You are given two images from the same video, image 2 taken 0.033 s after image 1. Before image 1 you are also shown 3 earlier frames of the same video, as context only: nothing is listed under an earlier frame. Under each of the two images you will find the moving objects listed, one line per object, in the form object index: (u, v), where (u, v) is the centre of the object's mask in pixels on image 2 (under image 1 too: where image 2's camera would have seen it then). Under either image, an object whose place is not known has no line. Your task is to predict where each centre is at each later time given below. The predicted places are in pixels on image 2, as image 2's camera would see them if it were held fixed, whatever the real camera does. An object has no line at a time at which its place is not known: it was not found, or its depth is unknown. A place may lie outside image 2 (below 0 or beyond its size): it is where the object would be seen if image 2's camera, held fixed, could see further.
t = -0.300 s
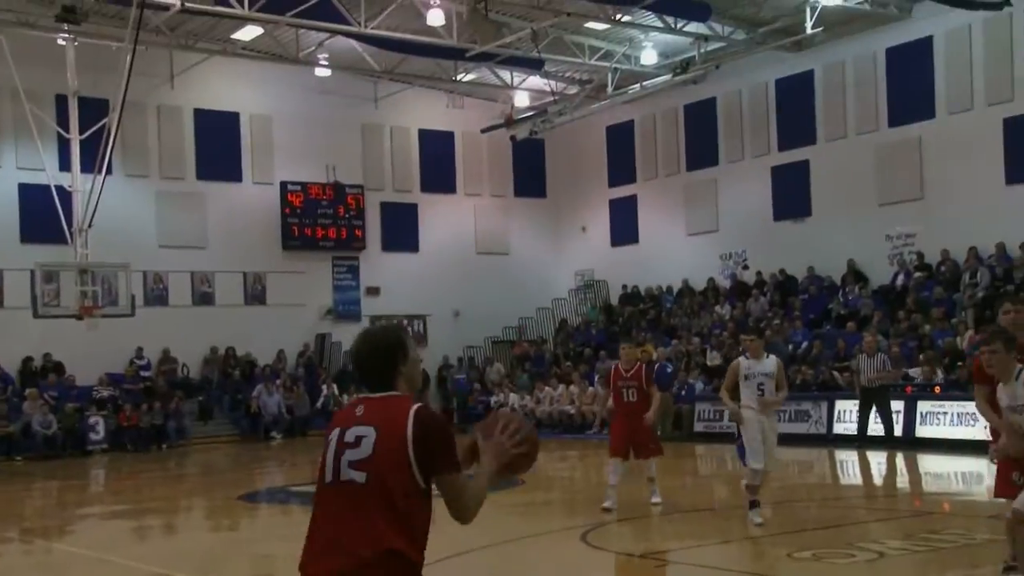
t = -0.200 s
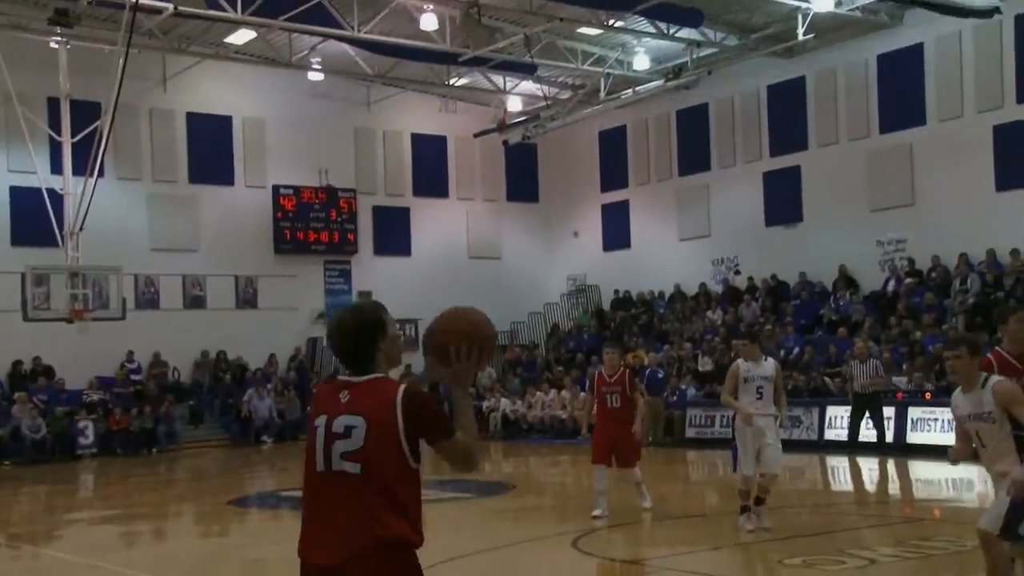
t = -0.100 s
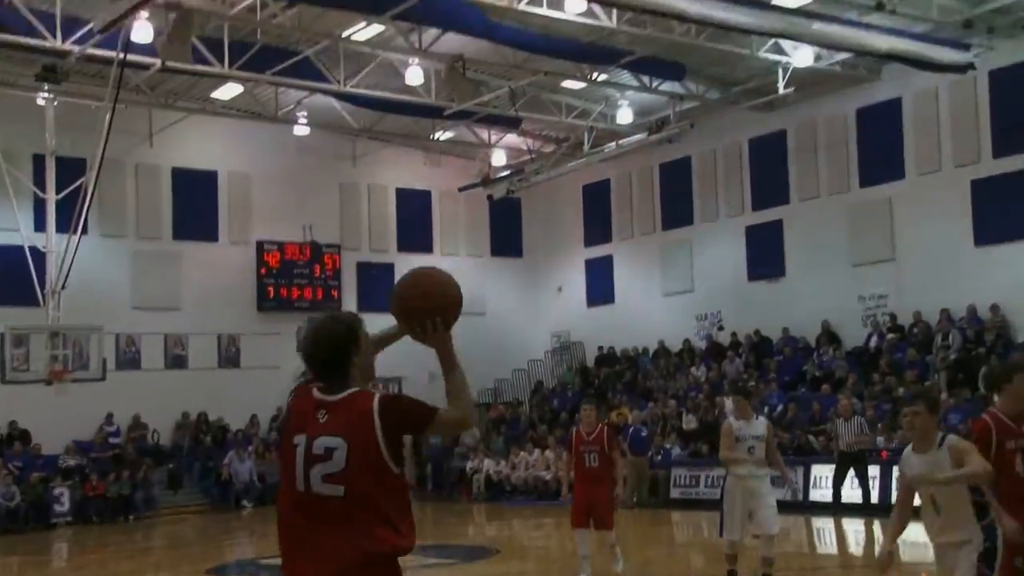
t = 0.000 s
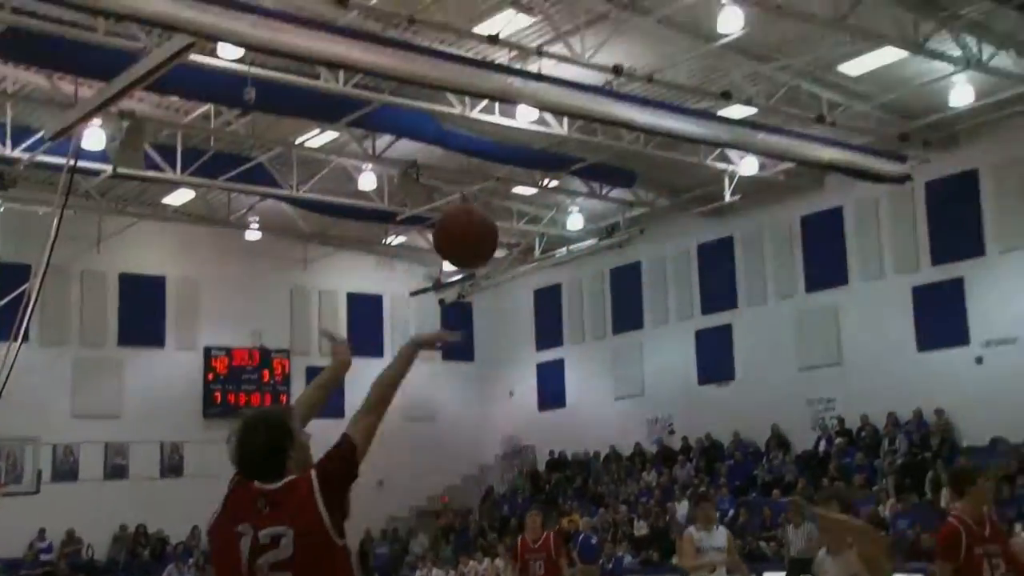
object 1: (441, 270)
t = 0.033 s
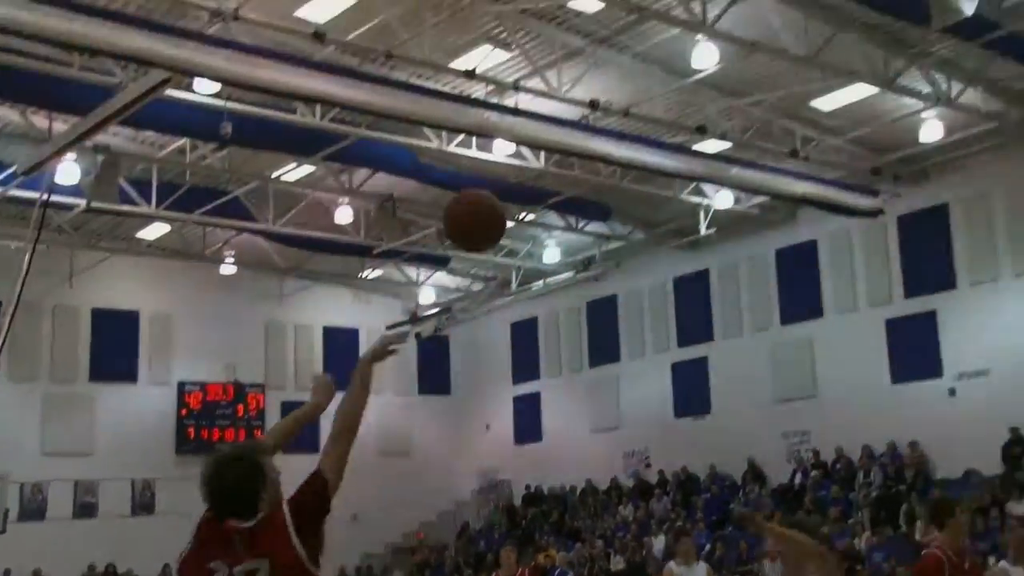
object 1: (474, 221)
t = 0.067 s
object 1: (505, 176)
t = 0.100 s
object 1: (536, 135)
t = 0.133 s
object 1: (564, 101)
